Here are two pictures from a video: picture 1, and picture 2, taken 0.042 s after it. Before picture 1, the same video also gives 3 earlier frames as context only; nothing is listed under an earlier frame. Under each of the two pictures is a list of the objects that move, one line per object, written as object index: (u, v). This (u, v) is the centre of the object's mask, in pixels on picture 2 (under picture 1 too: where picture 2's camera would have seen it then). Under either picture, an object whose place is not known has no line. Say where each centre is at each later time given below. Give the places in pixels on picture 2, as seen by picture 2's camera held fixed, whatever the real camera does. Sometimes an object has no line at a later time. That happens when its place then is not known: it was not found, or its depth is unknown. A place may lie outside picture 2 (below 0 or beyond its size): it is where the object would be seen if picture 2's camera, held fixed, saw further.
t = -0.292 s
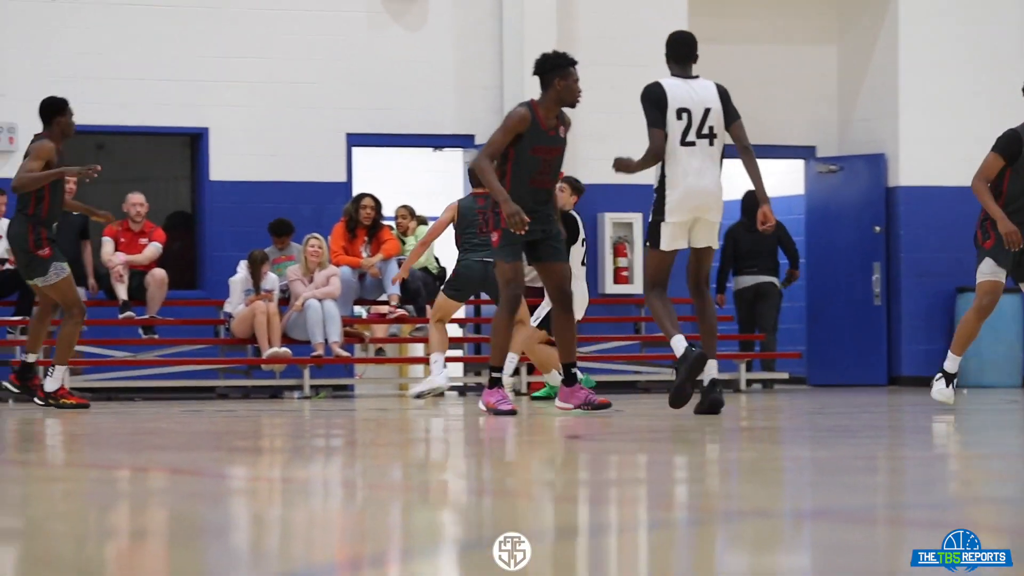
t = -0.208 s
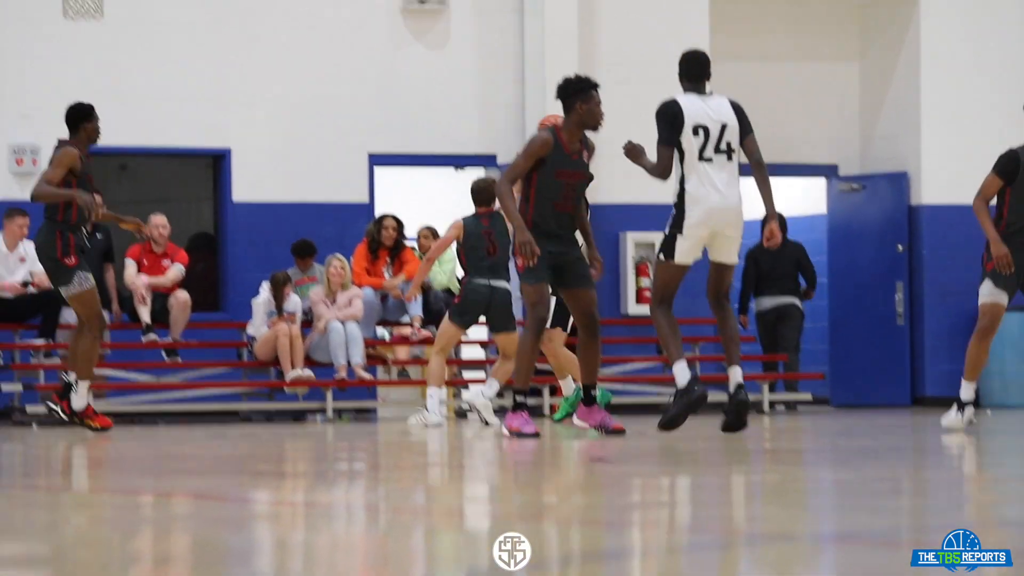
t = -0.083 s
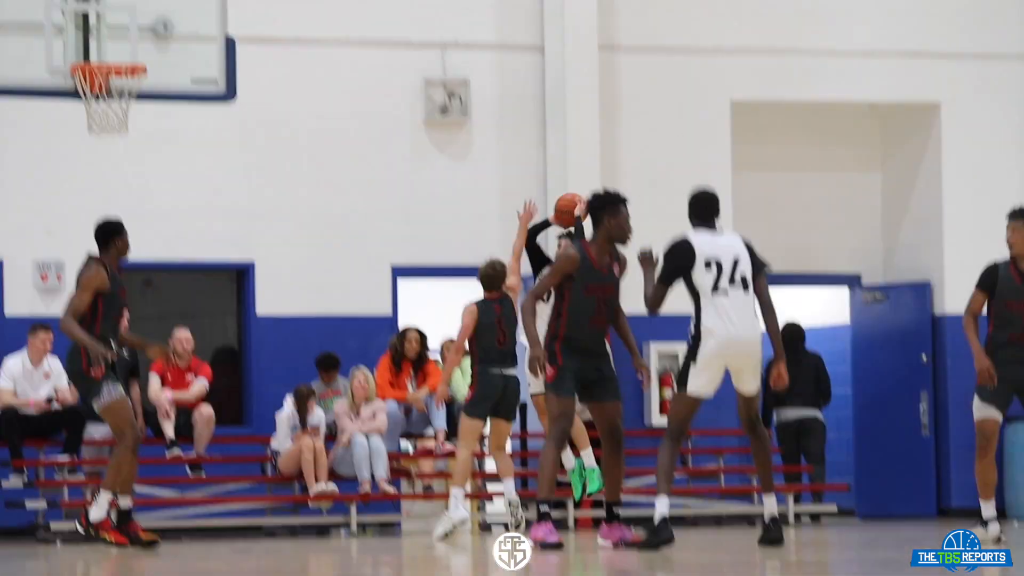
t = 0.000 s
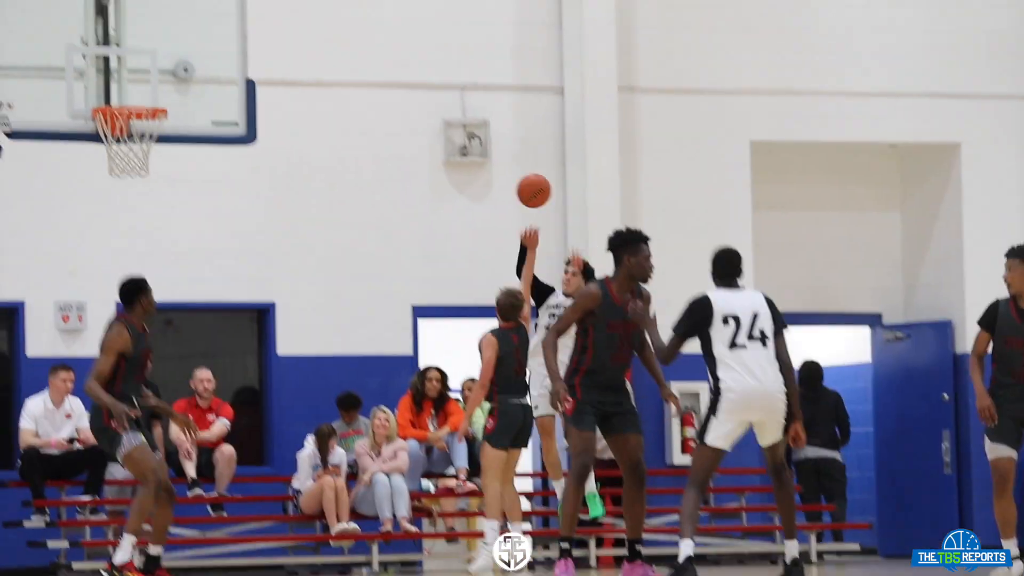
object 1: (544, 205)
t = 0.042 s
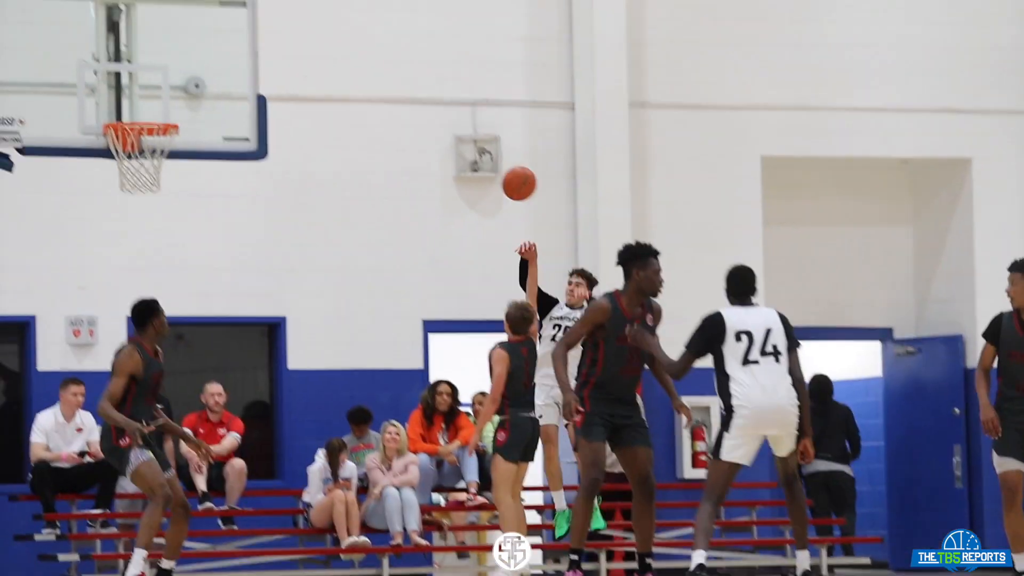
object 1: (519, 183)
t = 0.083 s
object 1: (481, 153)
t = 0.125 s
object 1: (454, 134)
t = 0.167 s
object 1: (414, 108)
